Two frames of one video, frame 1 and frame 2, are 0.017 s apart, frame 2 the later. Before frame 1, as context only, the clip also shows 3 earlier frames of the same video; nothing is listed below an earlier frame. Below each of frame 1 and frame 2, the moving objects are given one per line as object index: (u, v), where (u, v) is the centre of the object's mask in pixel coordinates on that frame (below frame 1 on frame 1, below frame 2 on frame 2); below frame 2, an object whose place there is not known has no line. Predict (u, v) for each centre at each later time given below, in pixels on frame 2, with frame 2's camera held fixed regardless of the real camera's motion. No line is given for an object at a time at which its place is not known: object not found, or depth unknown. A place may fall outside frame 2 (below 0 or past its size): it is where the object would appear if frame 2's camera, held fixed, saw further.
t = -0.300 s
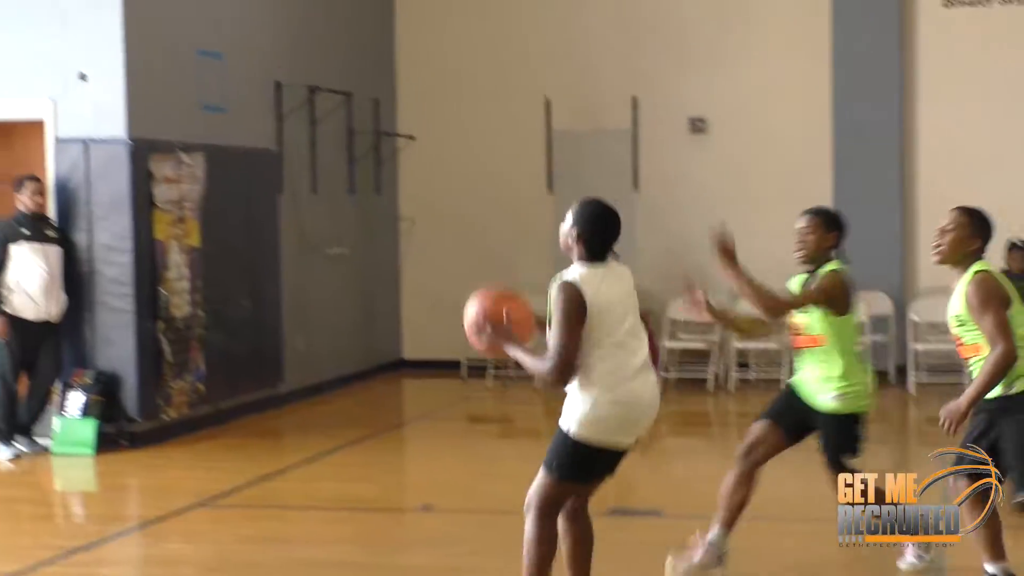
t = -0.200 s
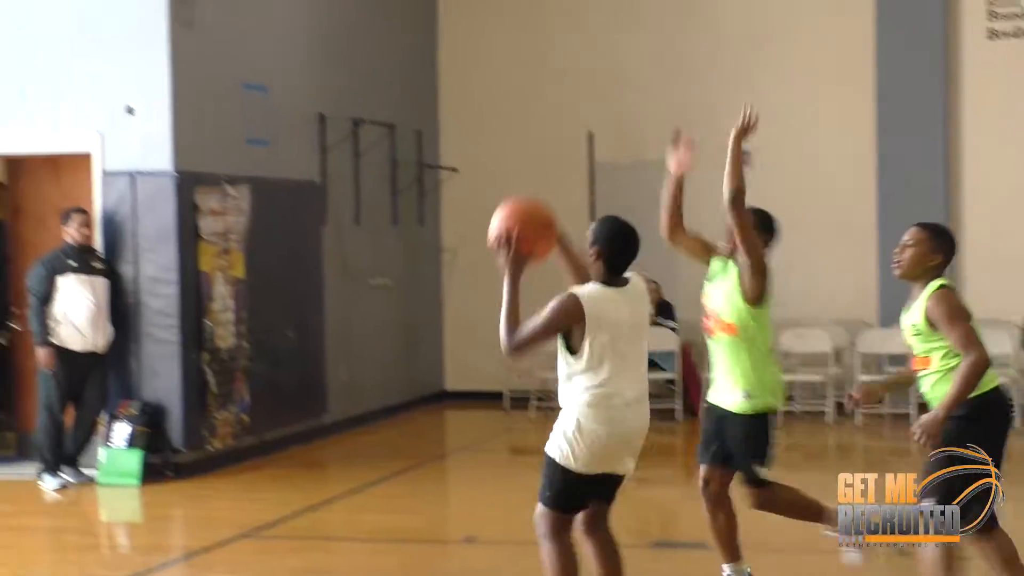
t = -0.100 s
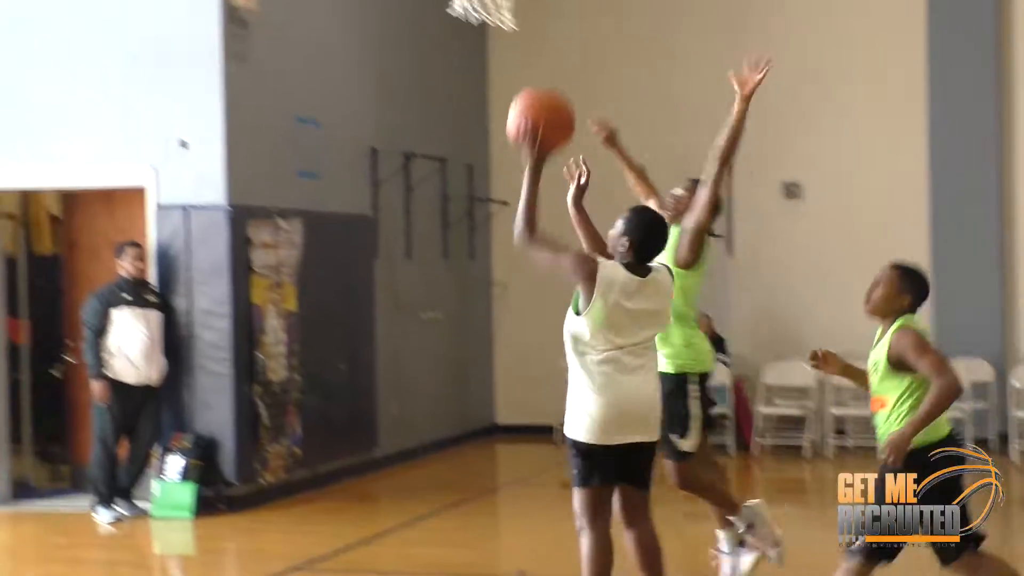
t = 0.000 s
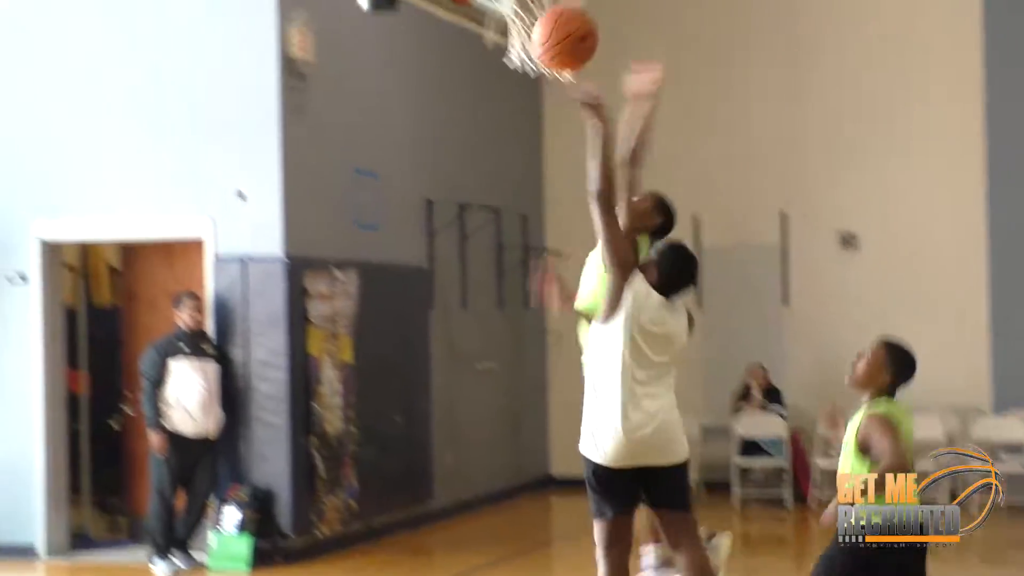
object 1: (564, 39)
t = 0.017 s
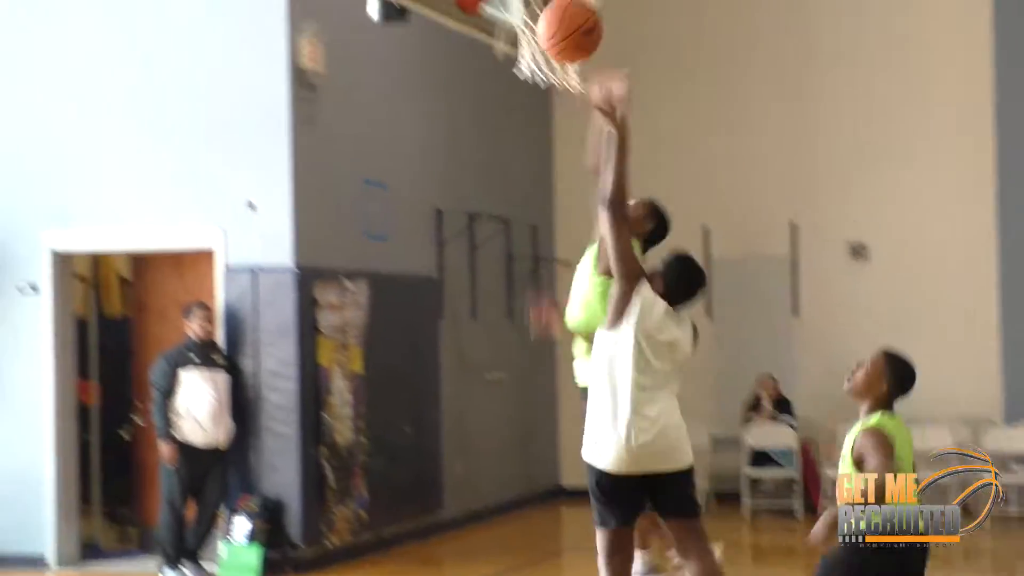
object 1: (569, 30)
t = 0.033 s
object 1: (561, 15)
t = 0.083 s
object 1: (544, -29)
